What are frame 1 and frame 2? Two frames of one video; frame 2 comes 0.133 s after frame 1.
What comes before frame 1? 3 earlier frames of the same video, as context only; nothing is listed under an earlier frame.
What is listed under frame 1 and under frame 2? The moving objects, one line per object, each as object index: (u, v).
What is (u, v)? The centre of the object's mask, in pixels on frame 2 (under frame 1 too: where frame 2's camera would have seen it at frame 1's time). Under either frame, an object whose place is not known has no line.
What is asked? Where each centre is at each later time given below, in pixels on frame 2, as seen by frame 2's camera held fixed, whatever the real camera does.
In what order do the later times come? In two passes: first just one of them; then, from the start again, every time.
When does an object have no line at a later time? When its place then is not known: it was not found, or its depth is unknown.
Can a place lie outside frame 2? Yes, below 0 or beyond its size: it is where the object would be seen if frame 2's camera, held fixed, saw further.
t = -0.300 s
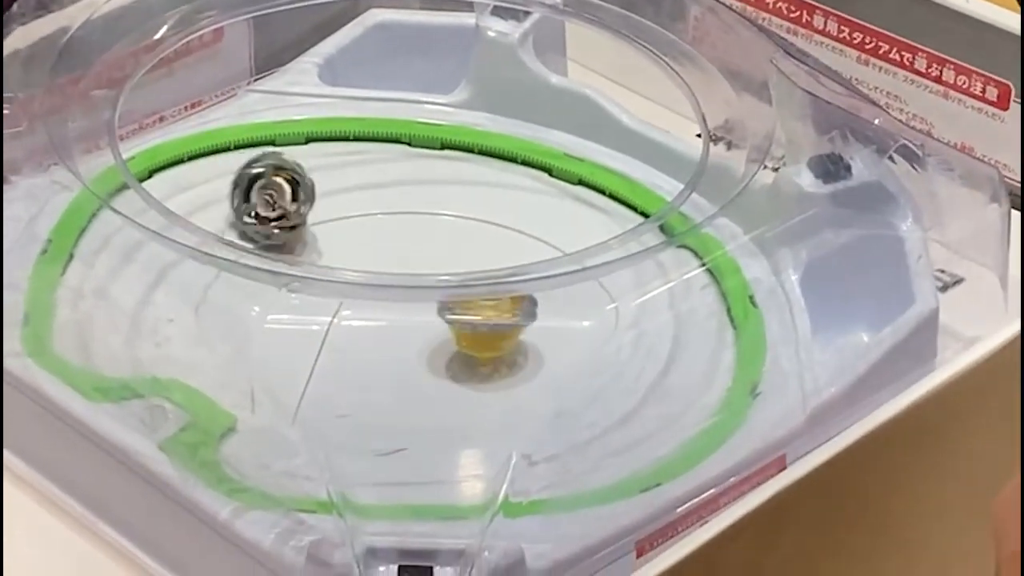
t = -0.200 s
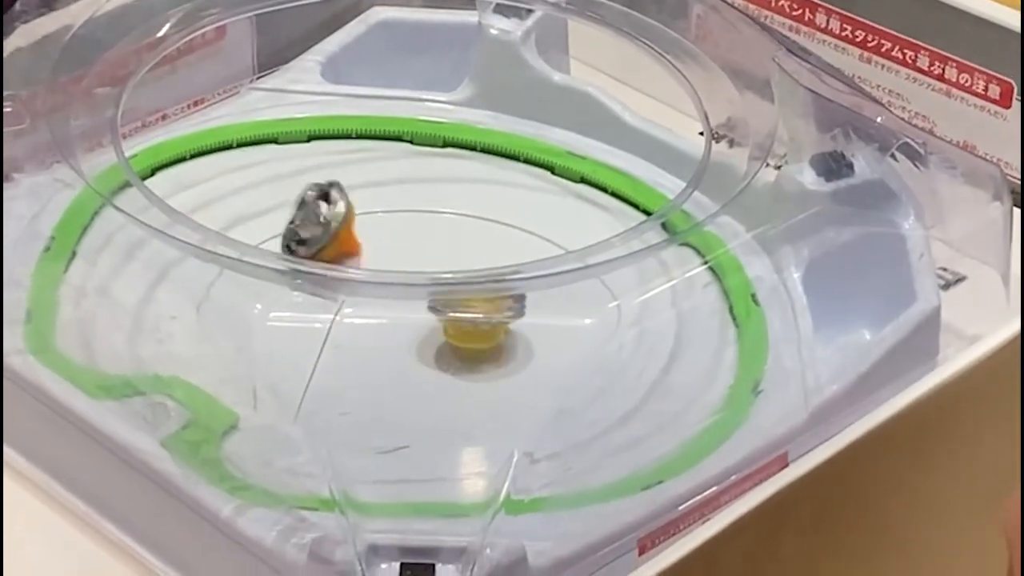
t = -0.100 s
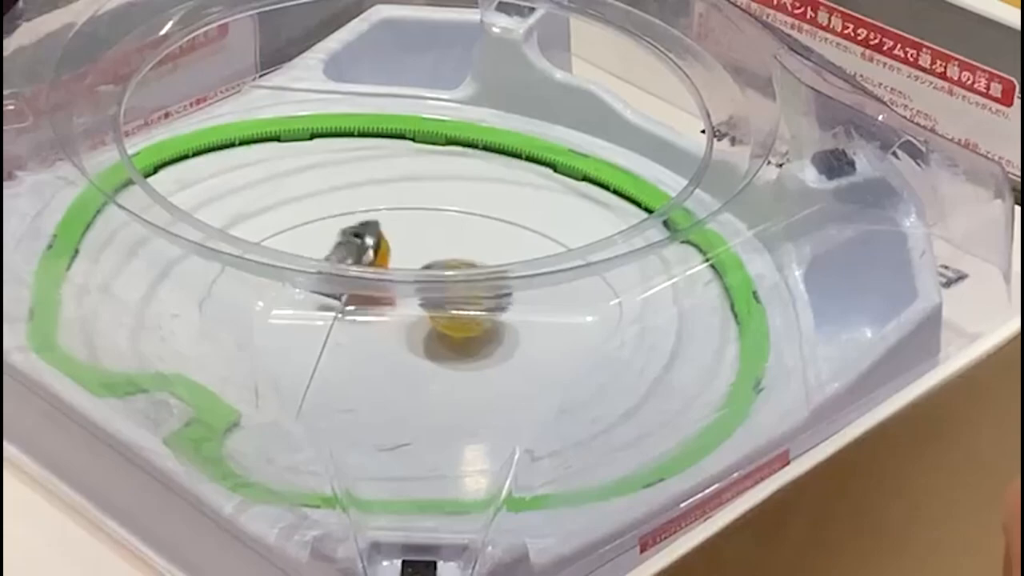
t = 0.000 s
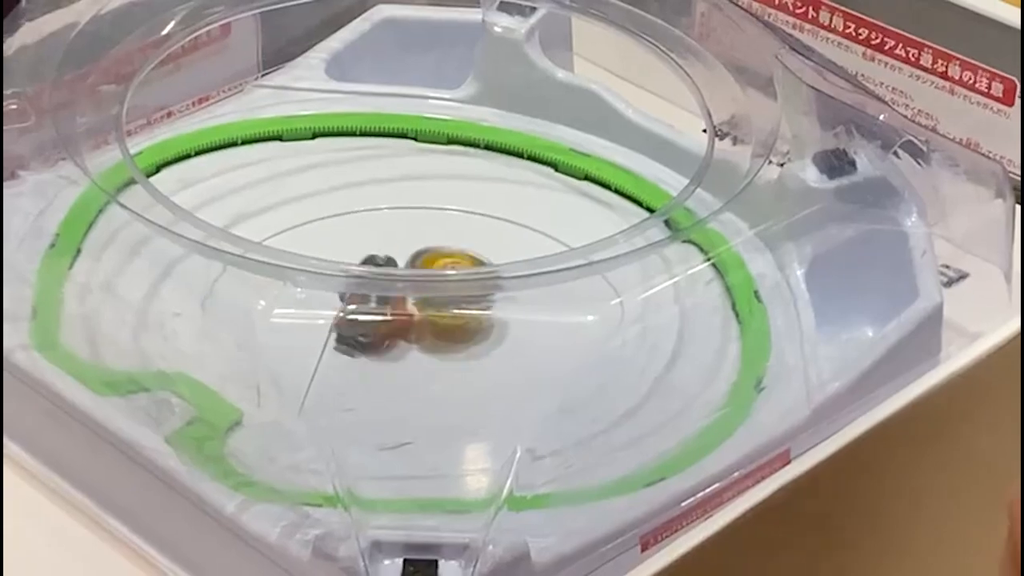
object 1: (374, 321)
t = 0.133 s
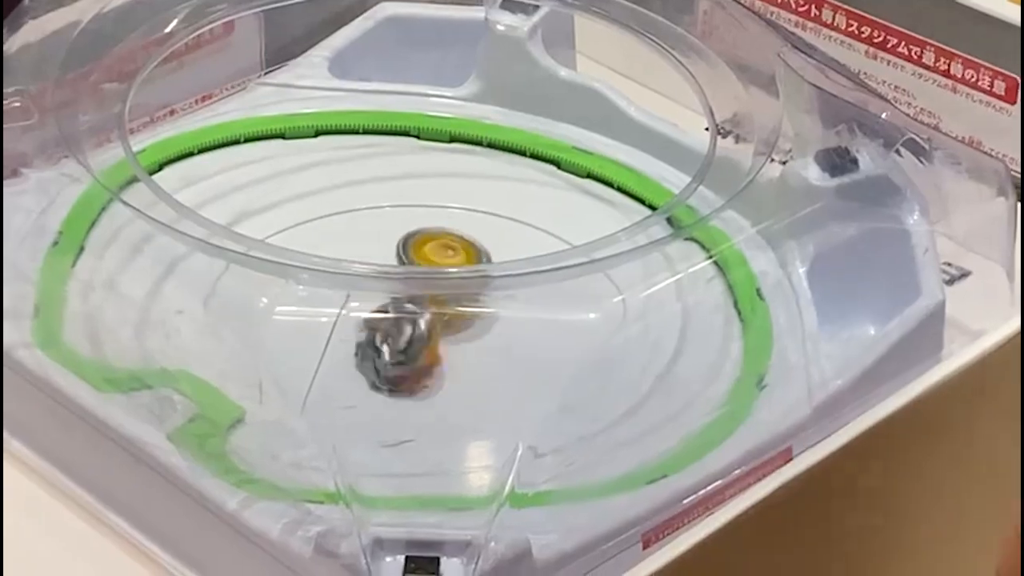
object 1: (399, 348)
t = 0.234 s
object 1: (425, 357)
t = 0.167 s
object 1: (408, 351)
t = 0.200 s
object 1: (416, 355)
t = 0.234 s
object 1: (425, 357)
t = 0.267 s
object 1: (432, 359)
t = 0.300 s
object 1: (441, 360)
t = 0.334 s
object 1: (447, 360)
